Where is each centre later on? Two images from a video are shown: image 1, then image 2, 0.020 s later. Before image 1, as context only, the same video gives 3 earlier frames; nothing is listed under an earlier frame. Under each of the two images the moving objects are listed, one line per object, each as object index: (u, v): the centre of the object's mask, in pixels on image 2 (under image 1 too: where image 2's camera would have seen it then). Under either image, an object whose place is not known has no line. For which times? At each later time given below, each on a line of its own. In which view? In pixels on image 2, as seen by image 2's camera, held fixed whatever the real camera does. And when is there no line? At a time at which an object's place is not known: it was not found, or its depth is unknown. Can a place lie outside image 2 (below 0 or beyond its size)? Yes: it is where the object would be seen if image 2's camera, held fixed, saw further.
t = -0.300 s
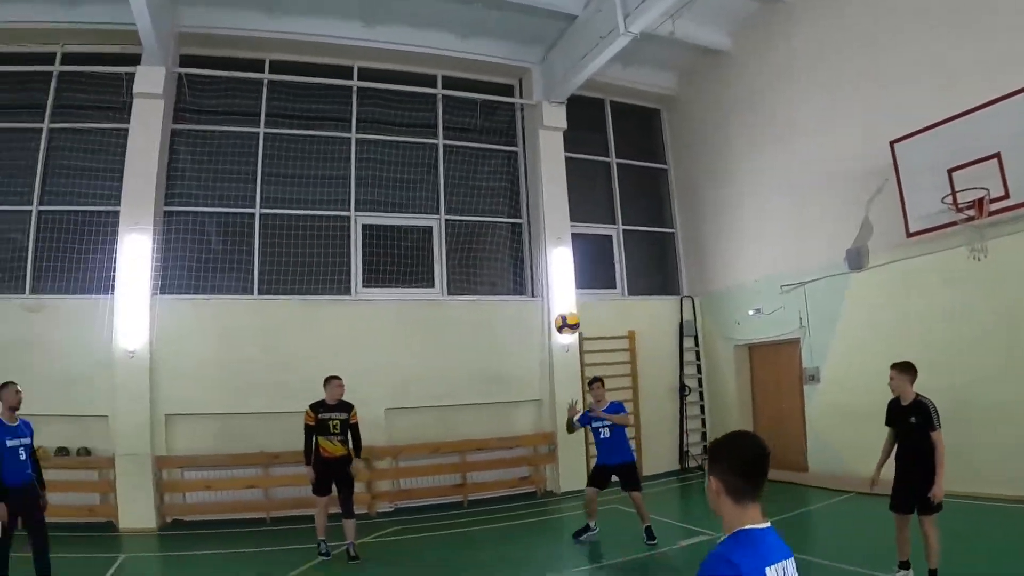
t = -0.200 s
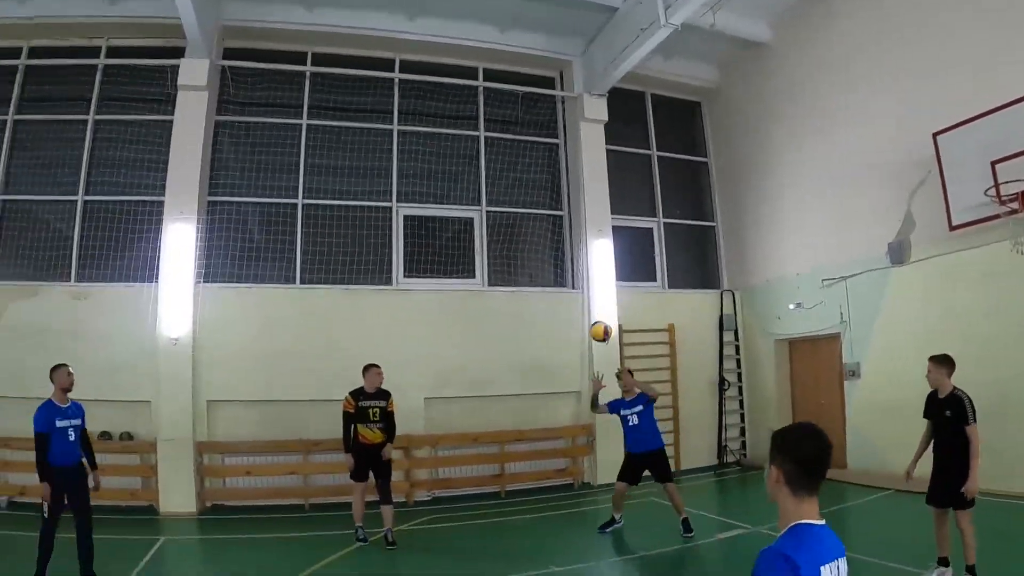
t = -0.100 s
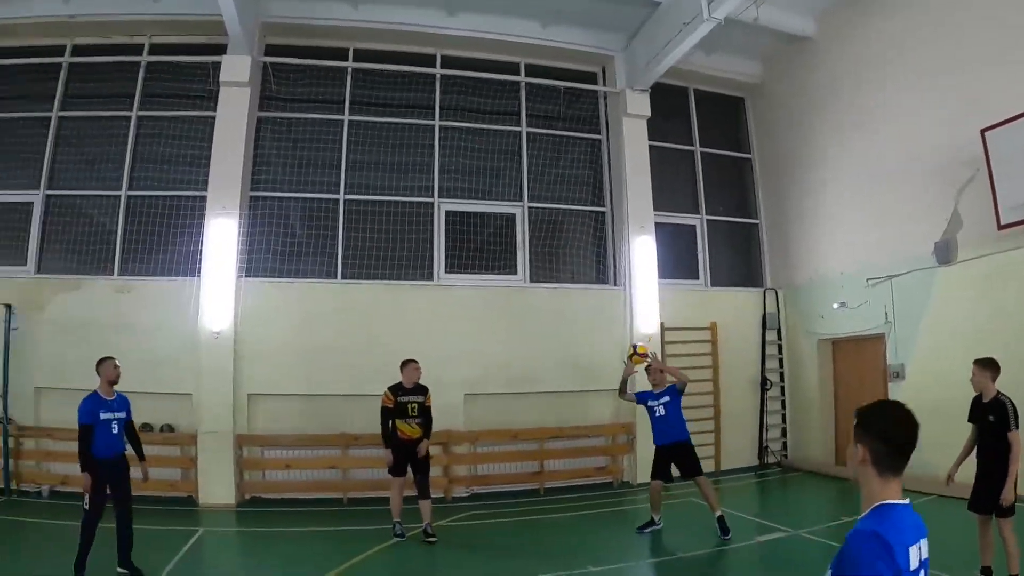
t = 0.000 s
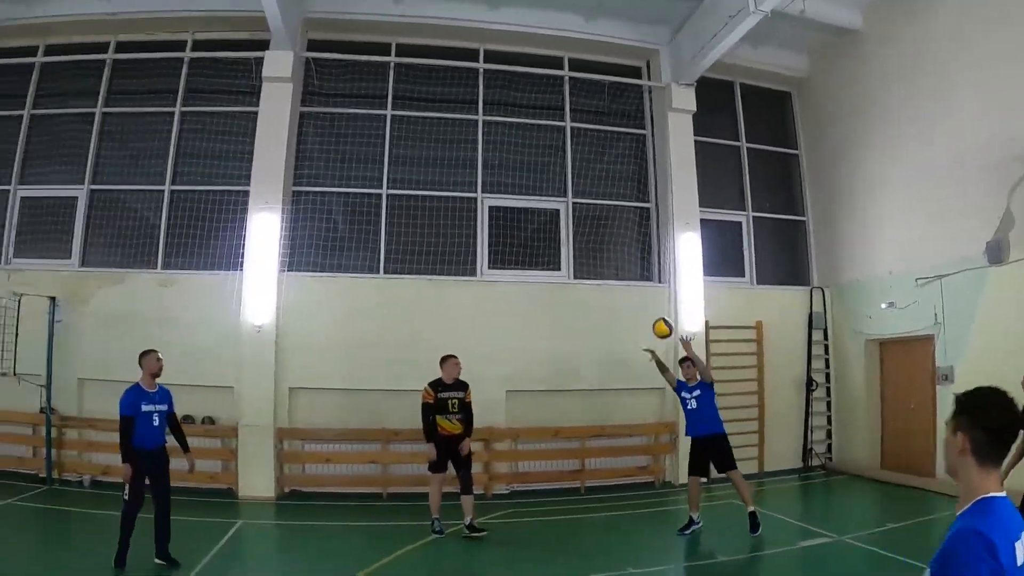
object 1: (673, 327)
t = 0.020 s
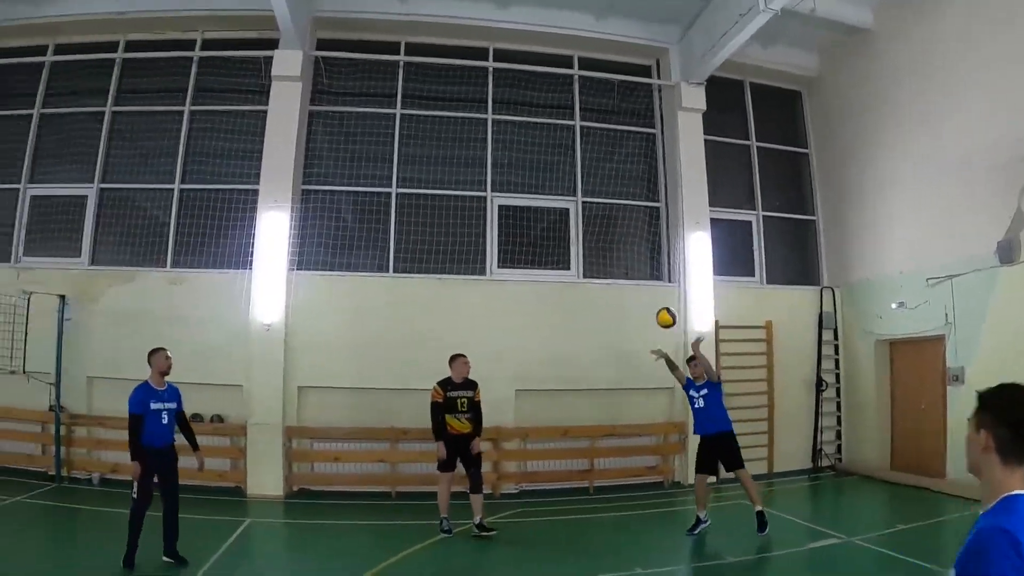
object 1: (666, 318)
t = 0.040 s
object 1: (659, 308)
